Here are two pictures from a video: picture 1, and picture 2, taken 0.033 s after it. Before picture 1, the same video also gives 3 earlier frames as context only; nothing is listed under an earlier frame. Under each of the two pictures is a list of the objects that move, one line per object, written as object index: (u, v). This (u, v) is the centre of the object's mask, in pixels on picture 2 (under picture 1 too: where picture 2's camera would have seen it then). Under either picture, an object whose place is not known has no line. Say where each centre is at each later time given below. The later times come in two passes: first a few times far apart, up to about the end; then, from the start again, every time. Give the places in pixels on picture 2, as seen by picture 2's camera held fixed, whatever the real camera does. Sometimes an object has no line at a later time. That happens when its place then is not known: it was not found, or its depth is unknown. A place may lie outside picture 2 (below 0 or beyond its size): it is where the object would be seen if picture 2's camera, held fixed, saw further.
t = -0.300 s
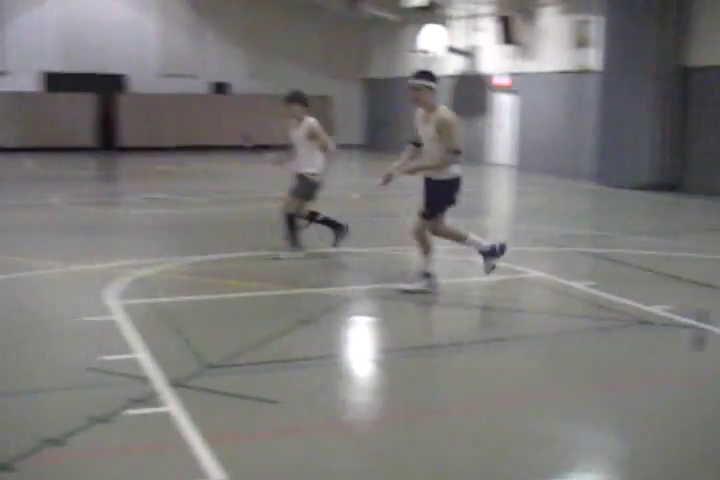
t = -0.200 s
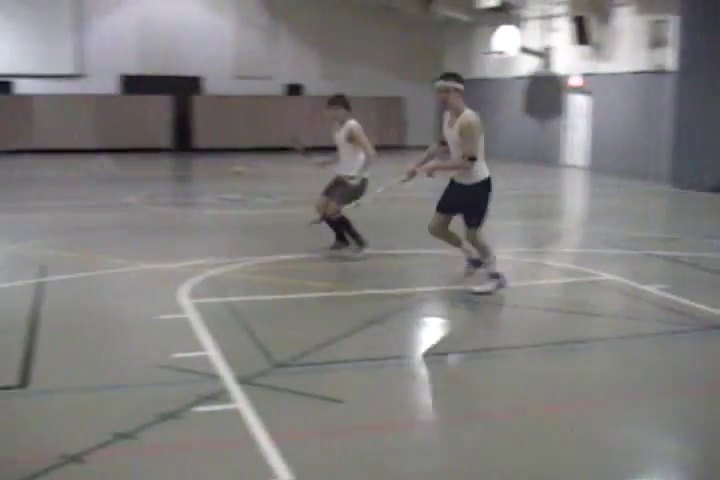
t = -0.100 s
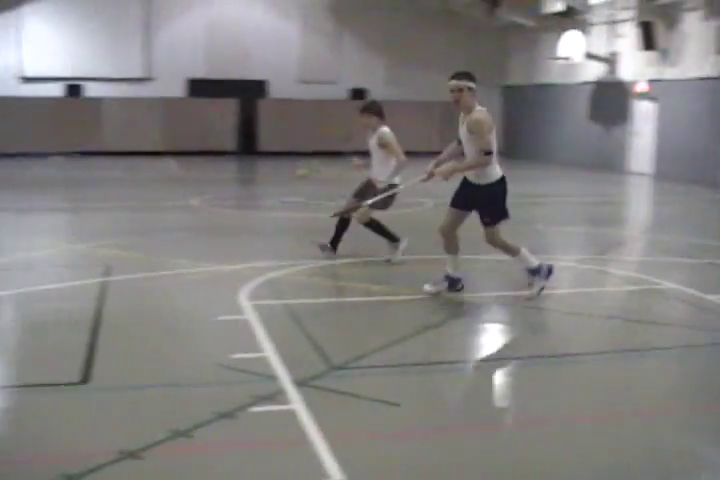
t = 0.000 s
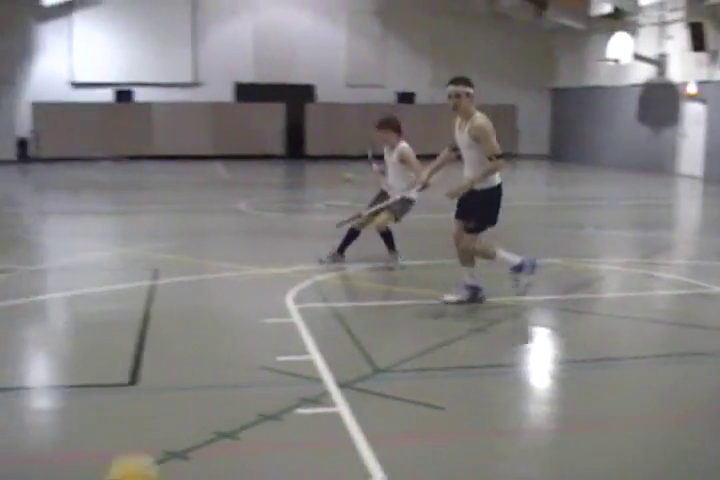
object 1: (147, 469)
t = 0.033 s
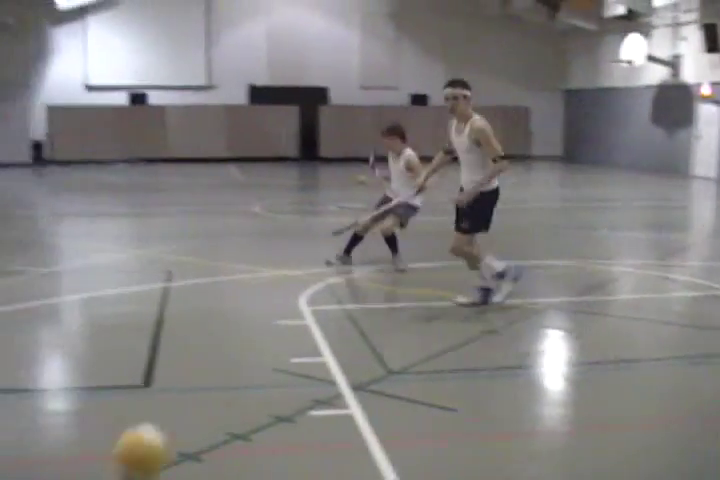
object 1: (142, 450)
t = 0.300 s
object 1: (133, 352)
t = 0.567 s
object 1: (133, 357)
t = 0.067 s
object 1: (138, 423)
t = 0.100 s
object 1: (136, 401)
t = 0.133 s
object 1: (135, 383)
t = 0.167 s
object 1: (136, 370)
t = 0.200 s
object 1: (134, 363)
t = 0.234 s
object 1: (134, 356)
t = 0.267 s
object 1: (133, 353)
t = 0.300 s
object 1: (133, 352)
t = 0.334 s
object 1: (133, 354)
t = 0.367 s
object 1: (134, 358)
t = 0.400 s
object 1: (134, 365)
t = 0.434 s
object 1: (135, 372)
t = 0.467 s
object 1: (136, 380)
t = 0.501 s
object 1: (136, 390)
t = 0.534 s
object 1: (134, 374)
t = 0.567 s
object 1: (133, 357)
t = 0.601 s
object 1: (130, 342)
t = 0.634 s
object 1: (128, 330)
